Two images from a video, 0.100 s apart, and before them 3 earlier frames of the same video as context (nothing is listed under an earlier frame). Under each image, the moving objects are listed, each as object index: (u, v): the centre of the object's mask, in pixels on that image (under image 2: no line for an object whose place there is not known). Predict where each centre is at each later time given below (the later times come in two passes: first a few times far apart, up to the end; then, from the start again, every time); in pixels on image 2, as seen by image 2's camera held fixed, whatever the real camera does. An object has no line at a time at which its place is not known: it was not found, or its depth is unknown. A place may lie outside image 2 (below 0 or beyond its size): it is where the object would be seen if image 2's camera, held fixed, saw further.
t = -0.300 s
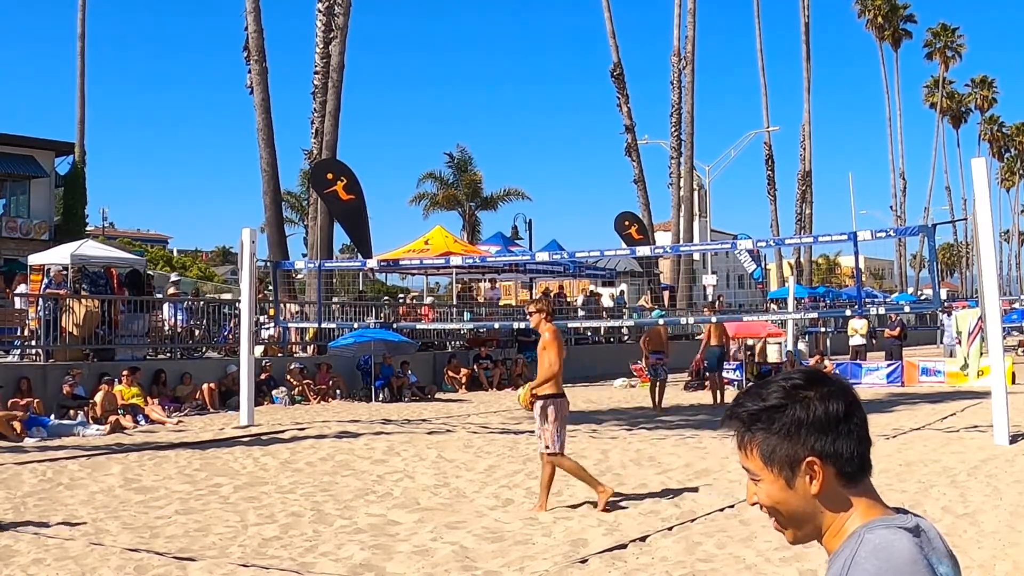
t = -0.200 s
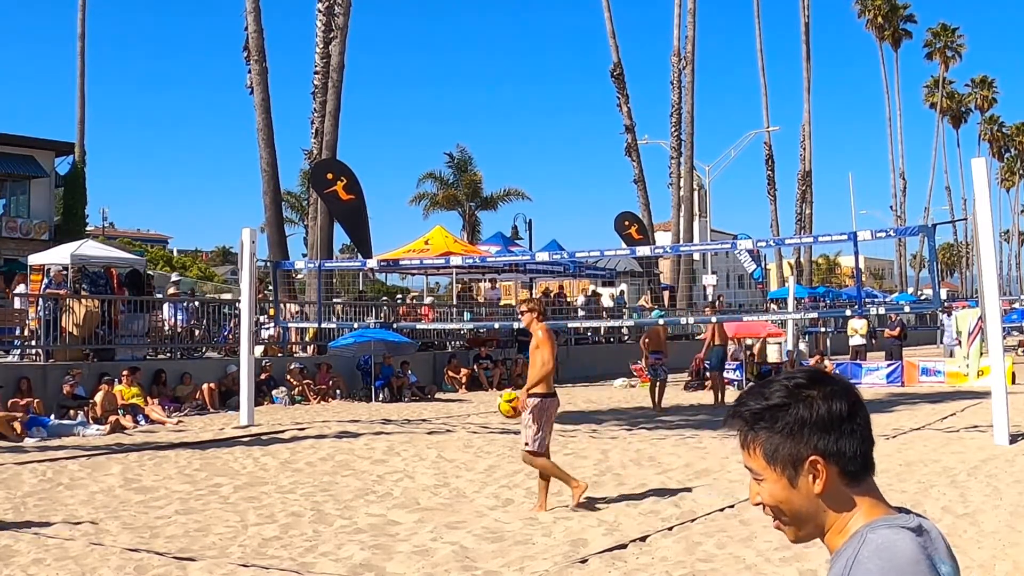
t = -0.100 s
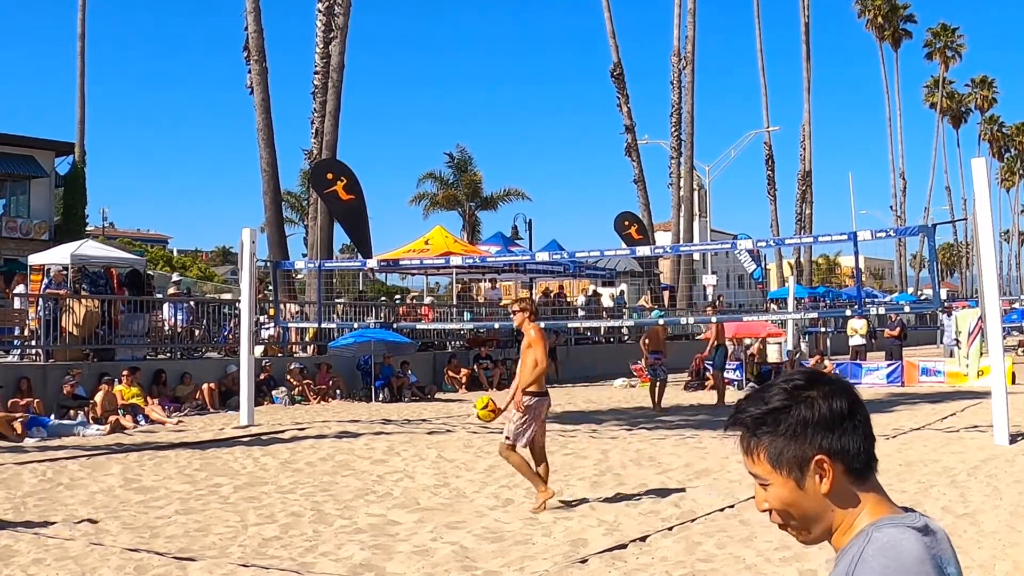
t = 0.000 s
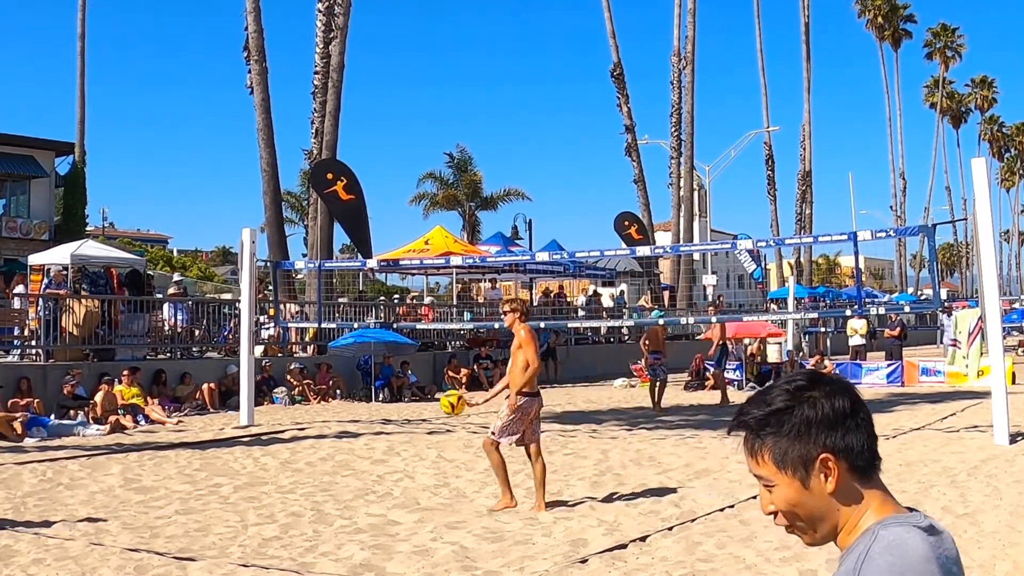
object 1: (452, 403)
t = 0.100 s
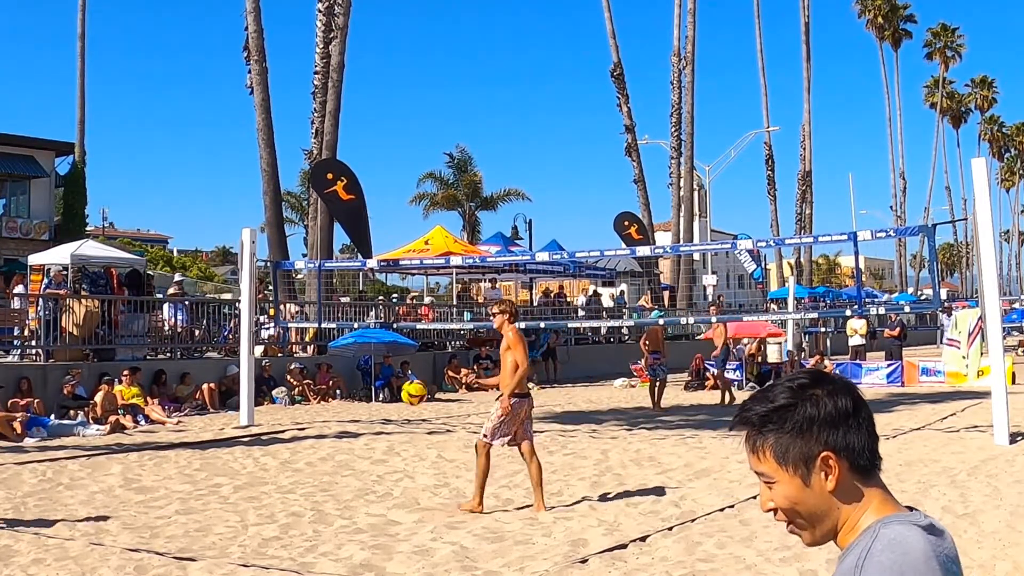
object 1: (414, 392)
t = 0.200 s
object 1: (375, 394)
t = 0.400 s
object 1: (294, 434)
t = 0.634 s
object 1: (200, 515)
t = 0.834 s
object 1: (113, 520)
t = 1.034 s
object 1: (39, 514)
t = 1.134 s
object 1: (8, 521)
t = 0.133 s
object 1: (401, 391)
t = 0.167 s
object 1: (388, 392)
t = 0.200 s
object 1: (375, 394)
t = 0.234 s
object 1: (362, 397)
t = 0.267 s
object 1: (349, 401)
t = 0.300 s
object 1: (335, 407)
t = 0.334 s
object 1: (322, 414)
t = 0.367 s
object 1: (308, 423)
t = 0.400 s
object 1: (294, 434)
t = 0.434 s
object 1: (281, 446)
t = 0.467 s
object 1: (268, 459)
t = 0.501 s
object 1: (255, 474)
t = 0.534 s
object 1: (242, 490)
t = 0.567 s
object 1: (228, 507)
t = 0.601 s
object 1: (215, 519)
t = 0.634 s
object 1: (200, 515)
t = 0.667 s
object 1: (185, 513)
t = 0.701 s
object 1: (171, 512)
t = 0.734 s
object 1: (156, 512)
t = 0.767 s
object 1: (142, 514)
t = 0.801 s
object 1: (127, 516)
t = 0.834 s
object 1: (113, 520)
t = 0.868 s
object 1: (99, 521)
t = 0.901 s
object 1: (87, 518)
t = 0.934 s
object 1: (75, 515)
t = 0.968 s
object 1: (63, 513)
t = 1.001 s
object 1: (51, 513)
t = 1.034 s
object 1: (39, 514)
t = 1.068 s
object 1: (27, 518)
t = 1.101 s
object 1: (15, 522)
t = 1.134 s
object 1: (8, 521)
